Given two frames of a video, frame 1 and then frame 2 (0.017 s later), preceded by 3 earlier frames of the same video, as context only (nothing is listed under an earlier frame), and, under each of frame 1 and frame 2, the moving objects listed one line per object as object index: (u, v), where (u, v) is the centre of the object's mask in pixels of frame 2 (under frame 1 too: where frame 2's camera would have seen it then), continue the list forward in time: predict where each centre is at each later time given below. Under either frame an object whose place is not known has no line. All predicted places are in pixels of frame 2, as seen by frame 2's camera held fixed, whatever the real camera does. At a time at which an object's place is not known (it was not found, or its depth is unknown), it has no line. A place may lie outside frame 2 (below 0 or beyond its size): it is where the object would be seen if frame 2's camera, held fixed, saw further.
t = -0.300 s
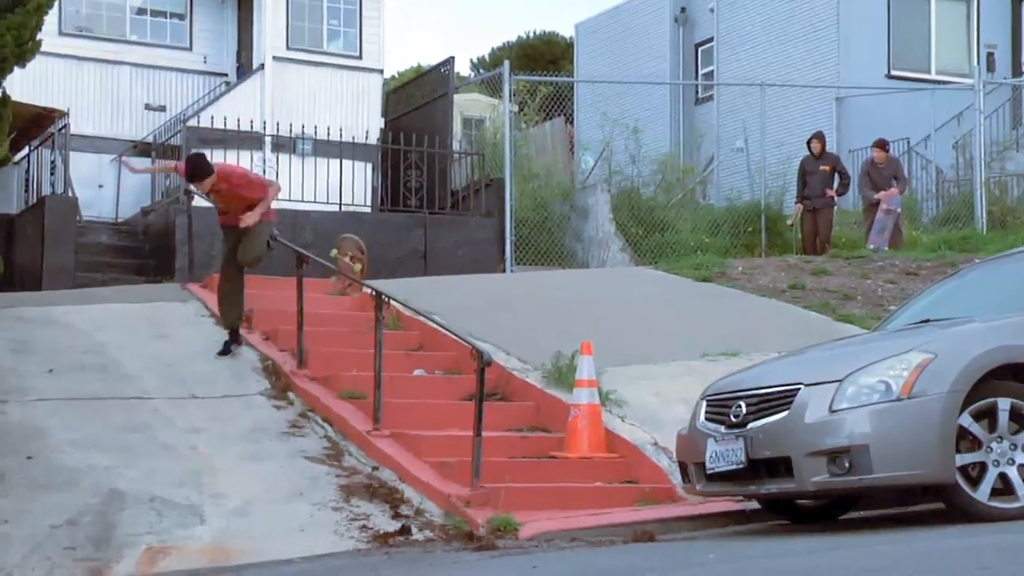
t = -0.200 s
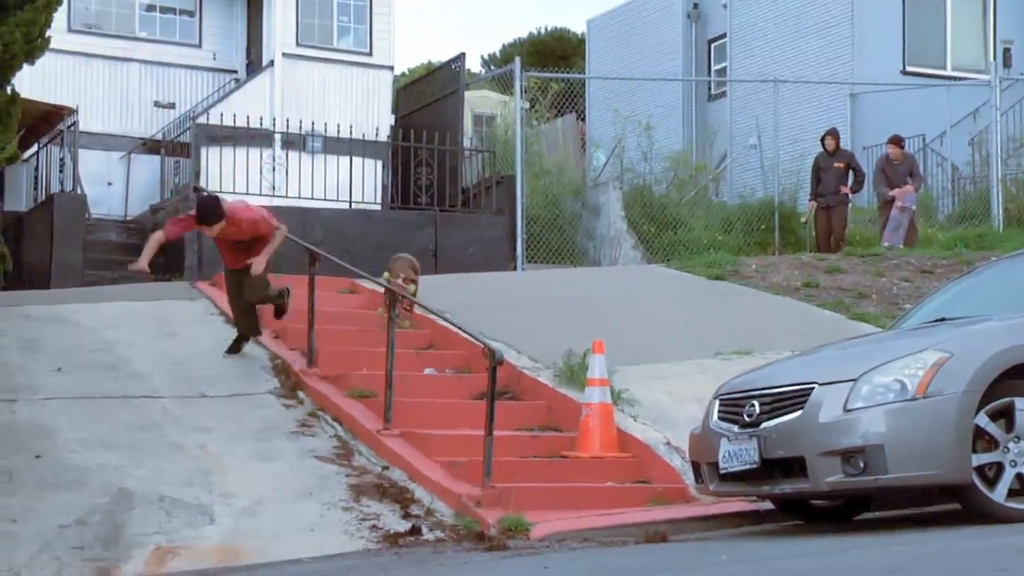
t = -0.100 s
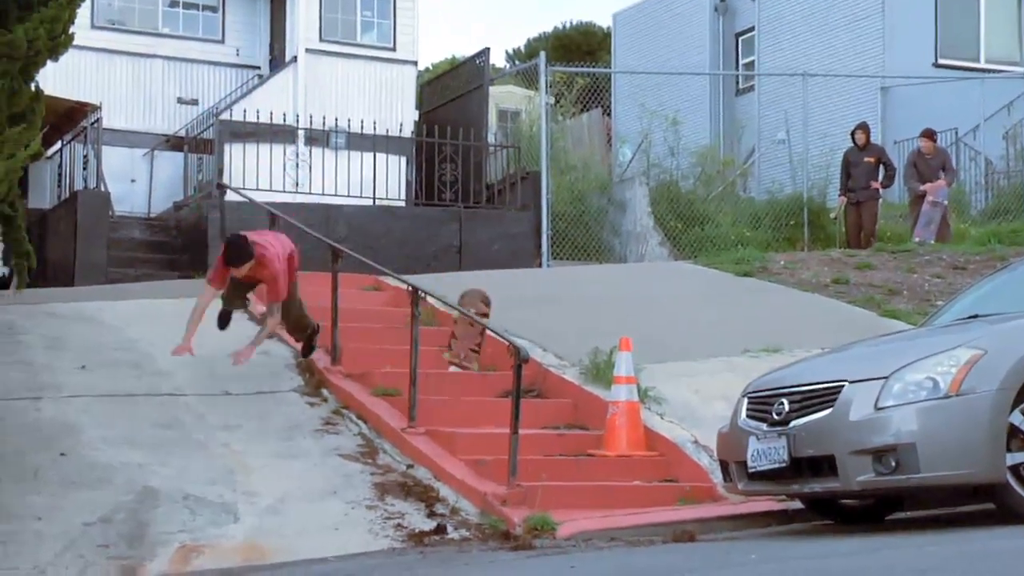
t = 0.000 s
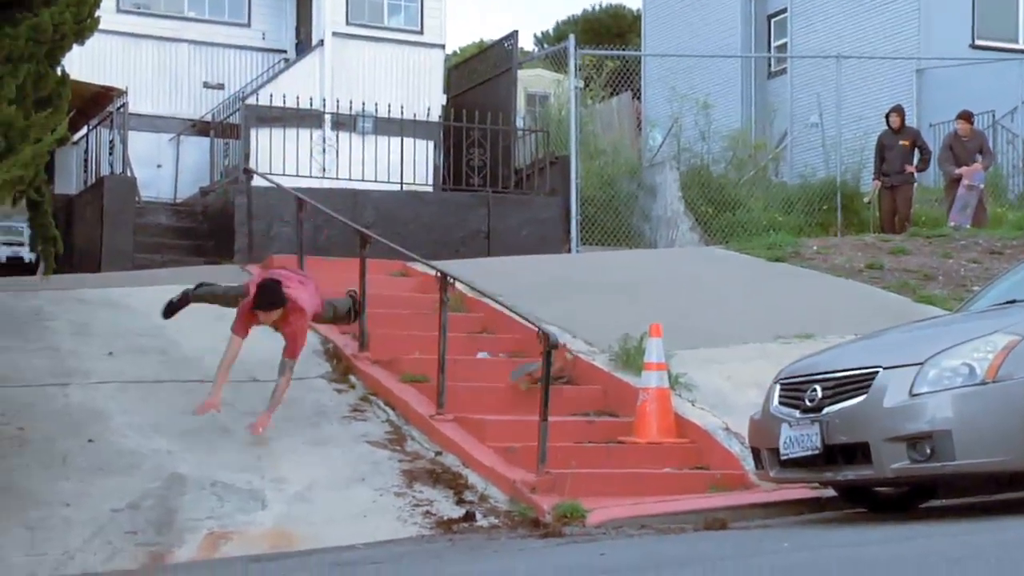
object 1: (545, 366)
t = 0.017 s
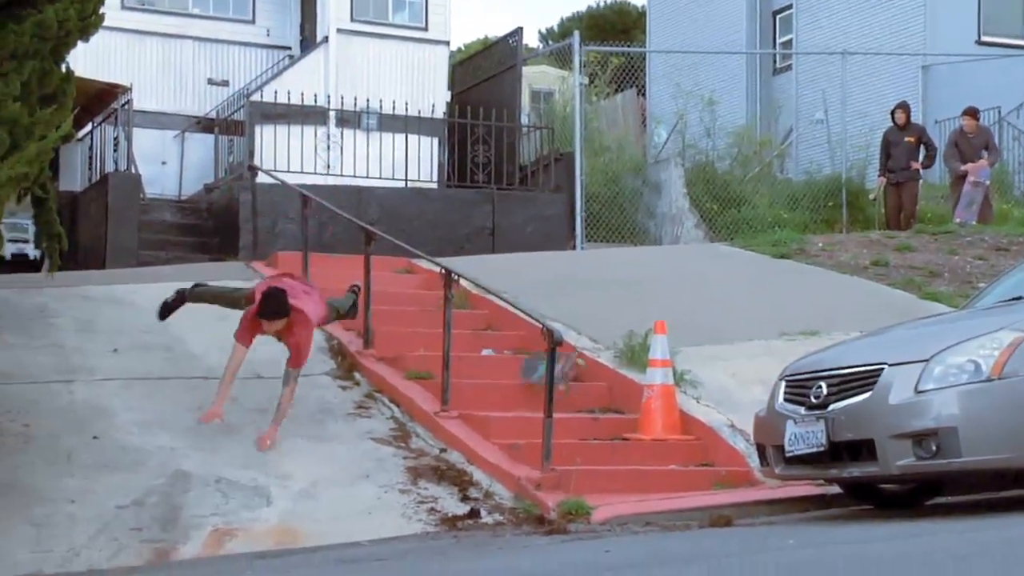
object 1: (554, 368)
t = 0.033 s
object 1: (557, 375)
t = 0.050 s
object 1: (566, 381)
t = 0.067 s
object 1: (579, 384)
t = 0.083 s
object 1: (584, 385)
